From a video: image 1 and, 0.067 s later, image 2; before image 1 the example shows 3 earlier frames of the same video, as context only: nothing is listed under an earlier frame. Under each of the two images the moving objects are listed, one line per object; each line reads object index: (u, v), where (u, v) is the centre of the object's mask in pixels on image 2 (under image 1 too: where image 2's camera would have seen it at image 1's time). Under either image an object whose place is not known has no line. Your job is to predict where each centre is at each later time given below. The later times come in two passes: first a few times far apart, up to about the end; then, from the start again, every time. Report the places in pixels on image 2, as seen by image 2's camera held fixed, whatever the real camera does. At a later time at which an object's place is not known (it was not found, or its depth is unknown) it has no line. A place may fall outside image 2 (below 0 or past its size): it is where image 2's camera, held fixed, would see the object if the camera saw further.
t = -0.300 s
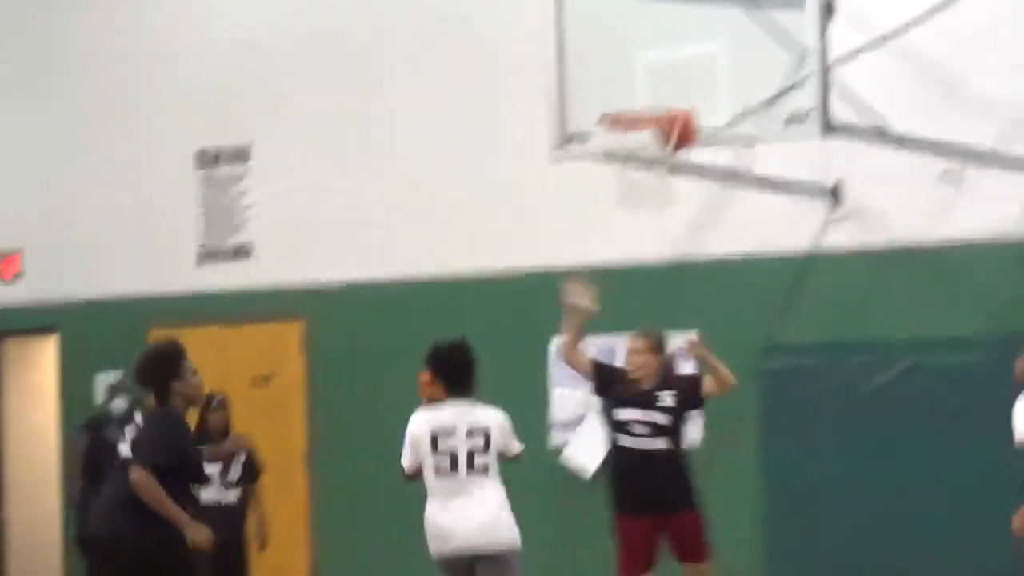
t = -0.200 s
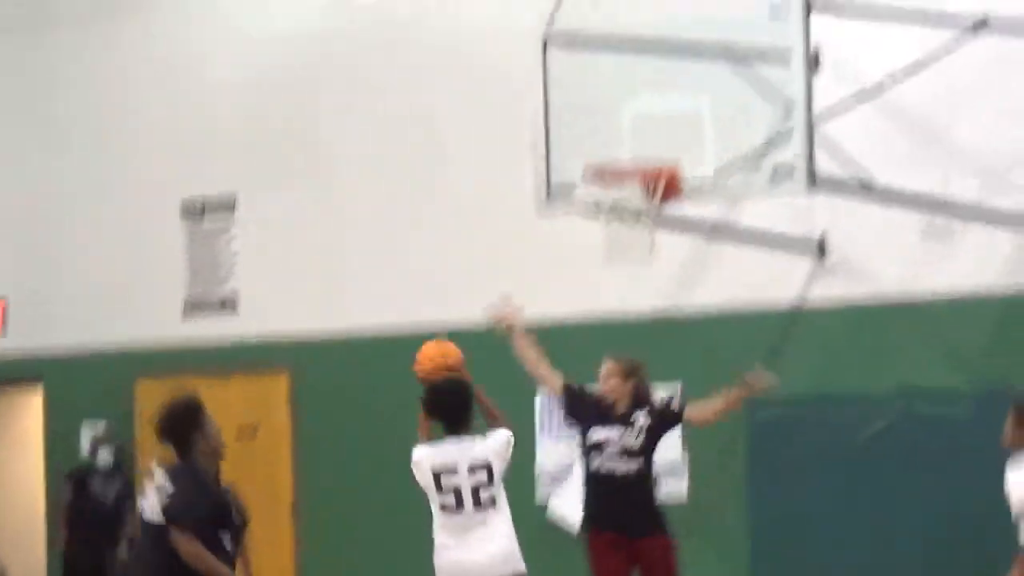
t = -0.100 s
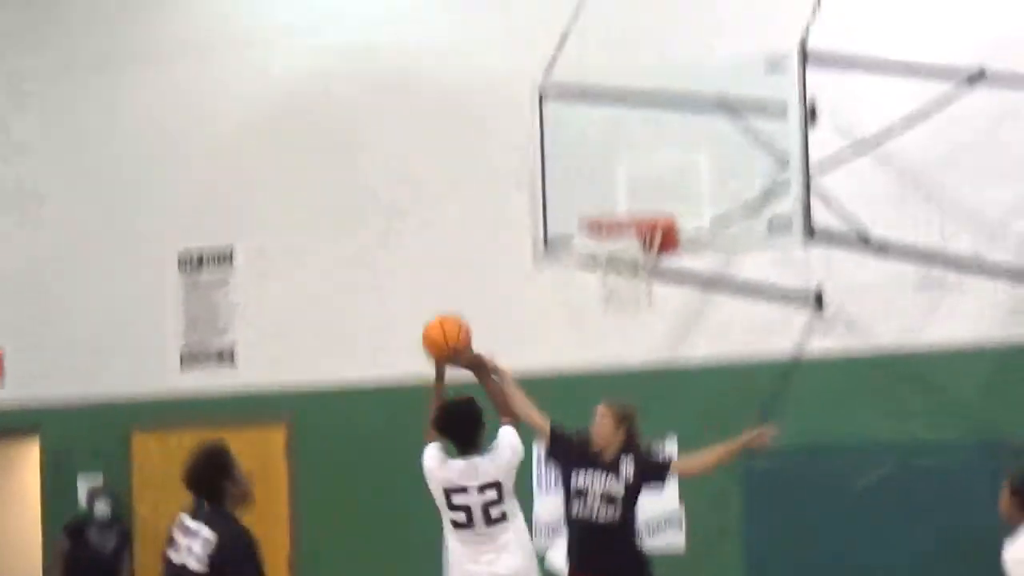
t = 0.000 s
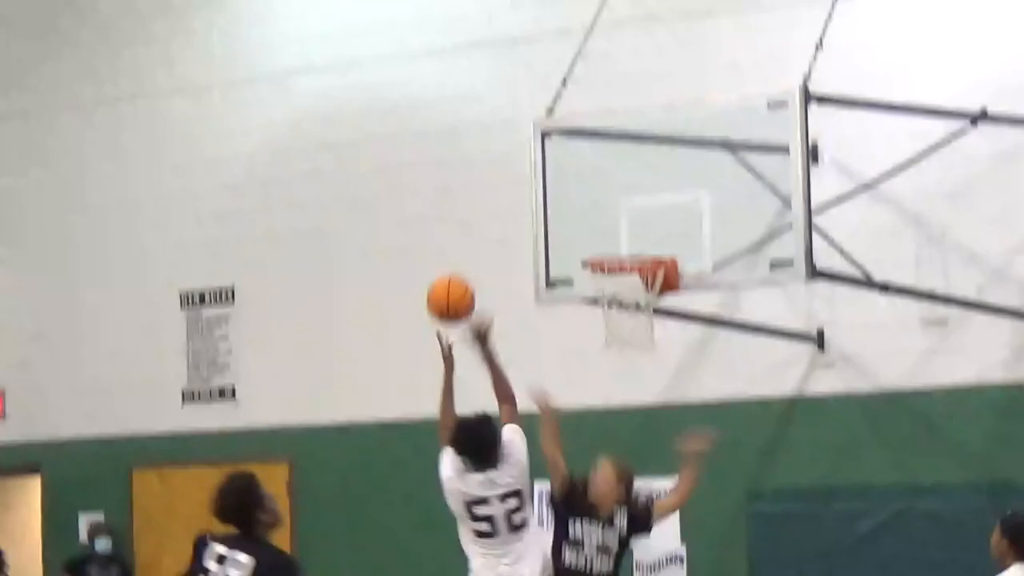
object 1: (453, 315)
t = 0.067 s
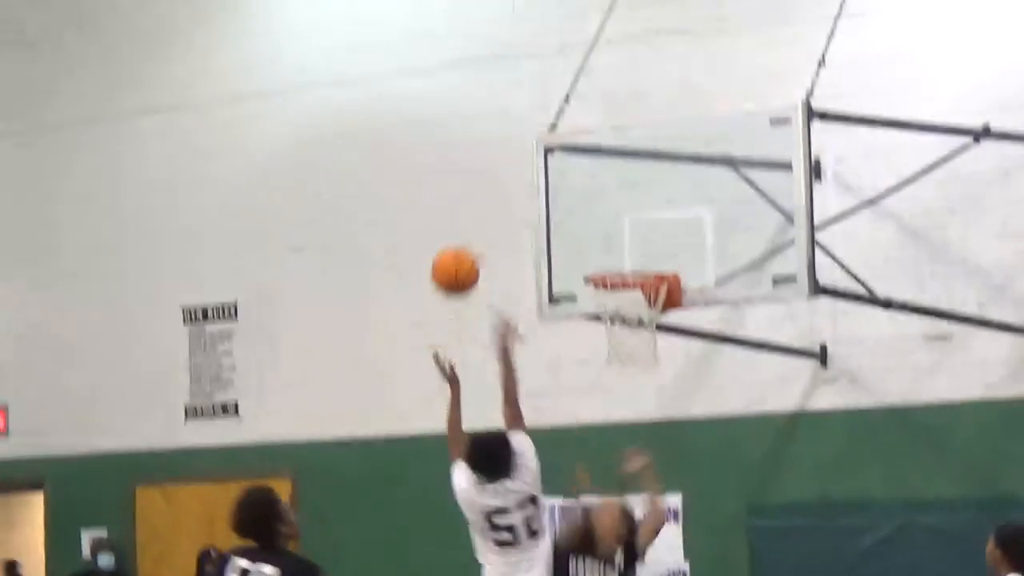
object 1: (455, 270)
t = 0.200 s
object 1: (459, 209)
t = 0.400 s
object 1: (467, 186)
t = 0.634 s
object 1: (479, 258)
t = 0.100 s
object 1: (456, 251)
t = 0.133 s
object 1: (457, 234)
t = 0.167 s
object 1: (458, 221)
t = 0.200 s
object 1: (459, 209)
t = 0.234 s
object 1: (460, 199)
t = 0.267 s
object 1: (462, 192)
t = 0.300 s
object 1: (463, 188)
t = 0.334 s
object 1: (464, 185)
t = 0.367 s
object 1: (466, 184)
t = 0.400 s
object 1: (467, 186)
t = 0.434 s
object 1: (469, 190)
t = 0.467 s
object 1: (470, 196)
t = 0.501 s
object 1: (472, 205)
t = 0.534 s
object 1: (473, 215)
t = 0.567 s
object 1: (475, 227)
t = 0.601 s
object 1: (477, 241)
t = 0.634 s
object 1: (479, 258)
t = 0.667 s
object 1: (481, 277)
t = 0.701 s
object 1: (483, 297)
